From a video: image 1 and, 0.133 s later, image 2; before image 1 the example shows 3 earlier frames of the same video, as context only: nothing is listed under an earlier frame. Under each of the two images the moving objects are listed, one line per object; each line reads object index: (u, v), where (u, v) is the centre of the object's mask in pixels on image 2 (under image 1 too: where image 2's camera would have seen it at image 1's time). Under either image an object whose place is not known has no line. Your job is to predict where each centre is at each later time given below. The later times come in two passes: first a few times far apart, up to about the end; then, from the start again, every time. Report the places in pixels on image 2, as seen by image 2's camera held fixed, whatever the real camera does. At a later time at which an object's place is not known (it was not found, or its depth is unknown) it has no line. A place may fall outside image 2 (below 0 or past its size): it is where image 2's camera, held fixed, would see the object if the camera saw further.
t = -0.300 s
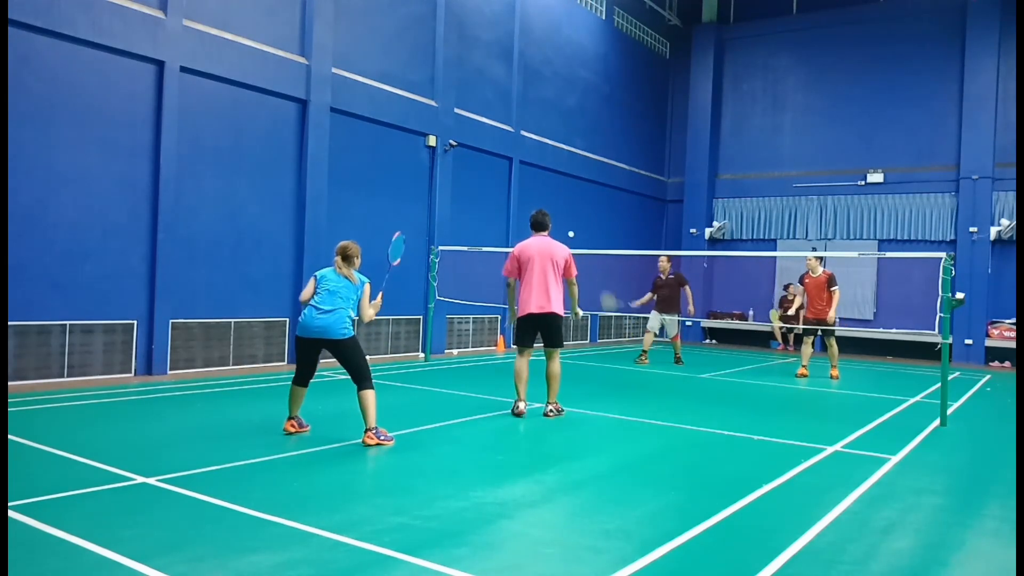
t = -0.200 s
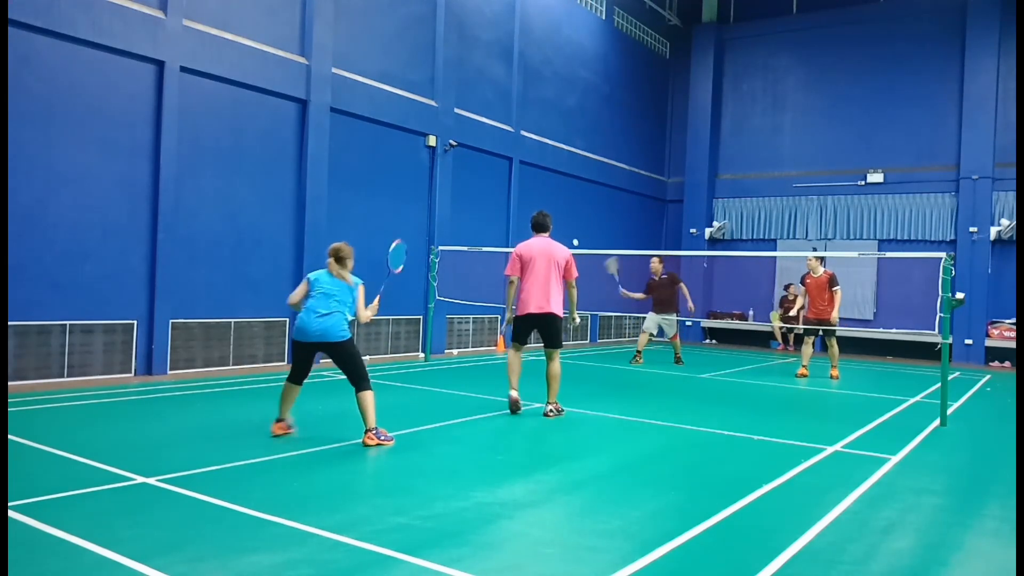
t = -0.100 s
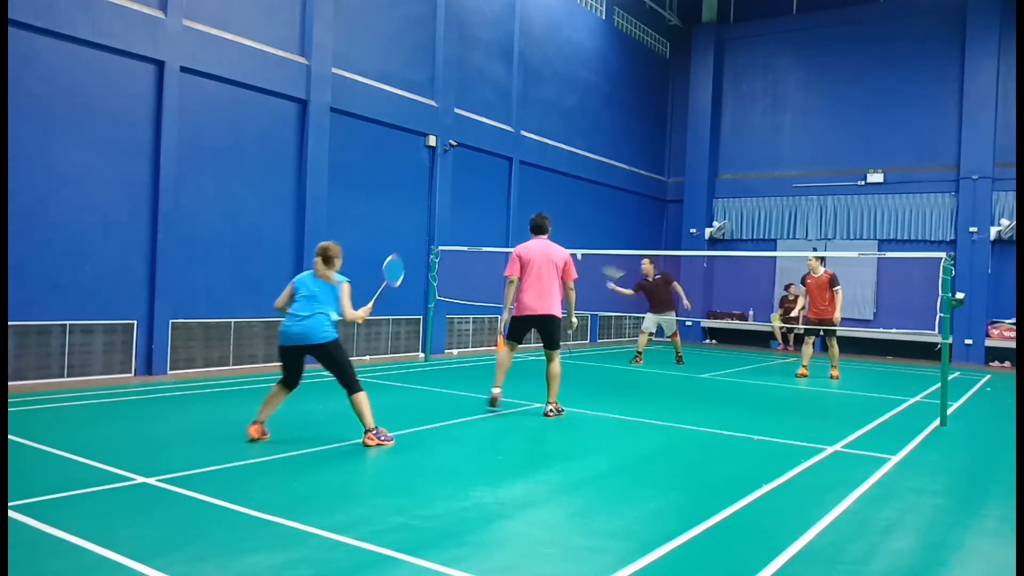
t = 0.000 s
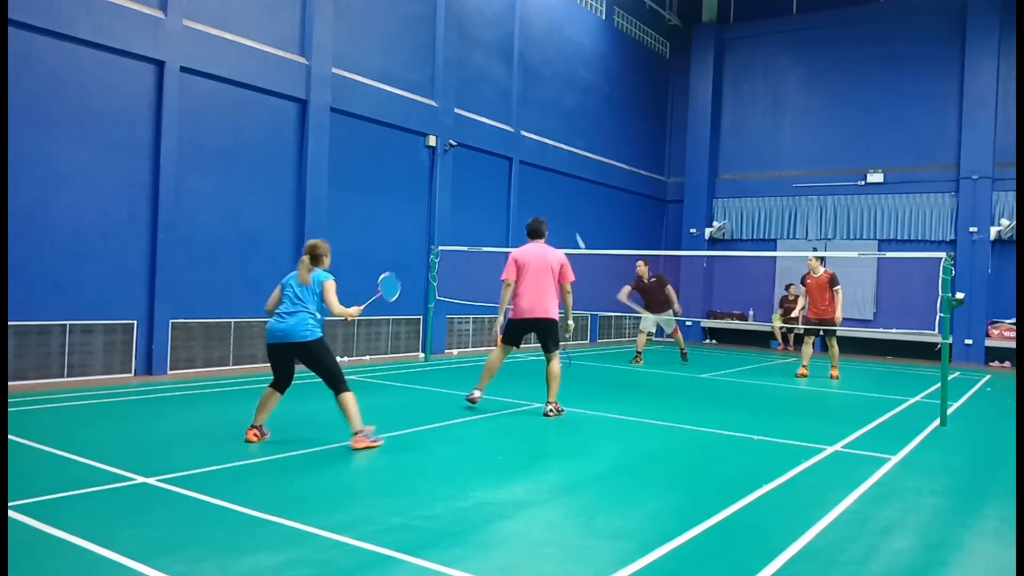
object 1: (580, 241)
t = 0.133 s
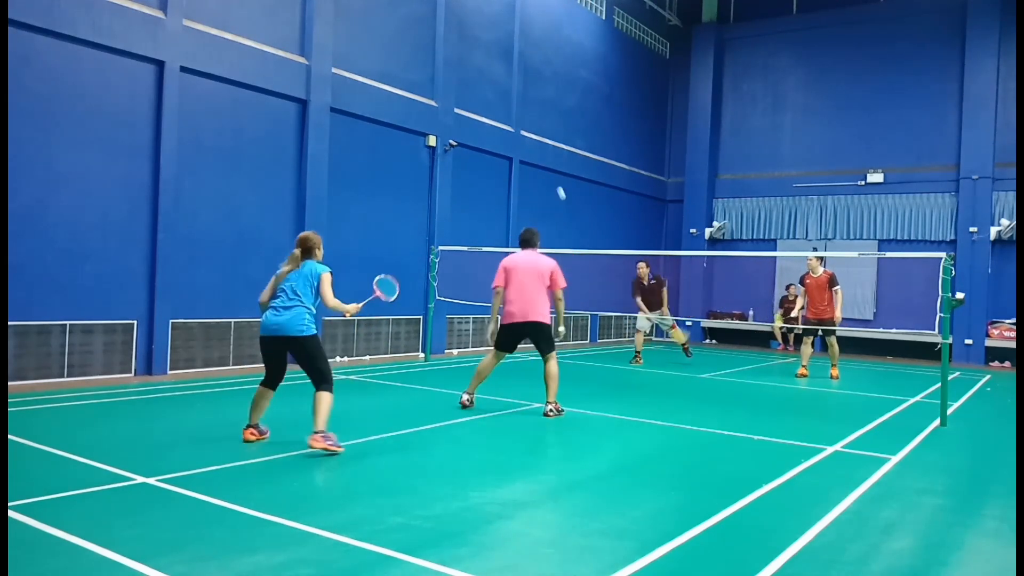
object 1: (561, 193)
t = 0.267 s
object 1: (544, 163)
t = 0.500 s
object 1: (506, 156)
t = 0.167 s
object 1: (557, 184)
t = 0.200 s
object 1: (552, 176)
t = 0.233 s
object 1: (548, 169)
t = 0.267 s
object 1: (544, 163)
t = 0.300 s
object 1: (540, 158)
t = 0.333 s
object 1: (534, 155)
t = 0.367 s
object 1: (529, 152)
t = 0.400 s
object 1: (524, 151)
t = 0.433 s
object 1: (518, 151)
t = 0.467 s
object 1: (513, 153)
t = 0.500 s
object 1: (506, 156)
